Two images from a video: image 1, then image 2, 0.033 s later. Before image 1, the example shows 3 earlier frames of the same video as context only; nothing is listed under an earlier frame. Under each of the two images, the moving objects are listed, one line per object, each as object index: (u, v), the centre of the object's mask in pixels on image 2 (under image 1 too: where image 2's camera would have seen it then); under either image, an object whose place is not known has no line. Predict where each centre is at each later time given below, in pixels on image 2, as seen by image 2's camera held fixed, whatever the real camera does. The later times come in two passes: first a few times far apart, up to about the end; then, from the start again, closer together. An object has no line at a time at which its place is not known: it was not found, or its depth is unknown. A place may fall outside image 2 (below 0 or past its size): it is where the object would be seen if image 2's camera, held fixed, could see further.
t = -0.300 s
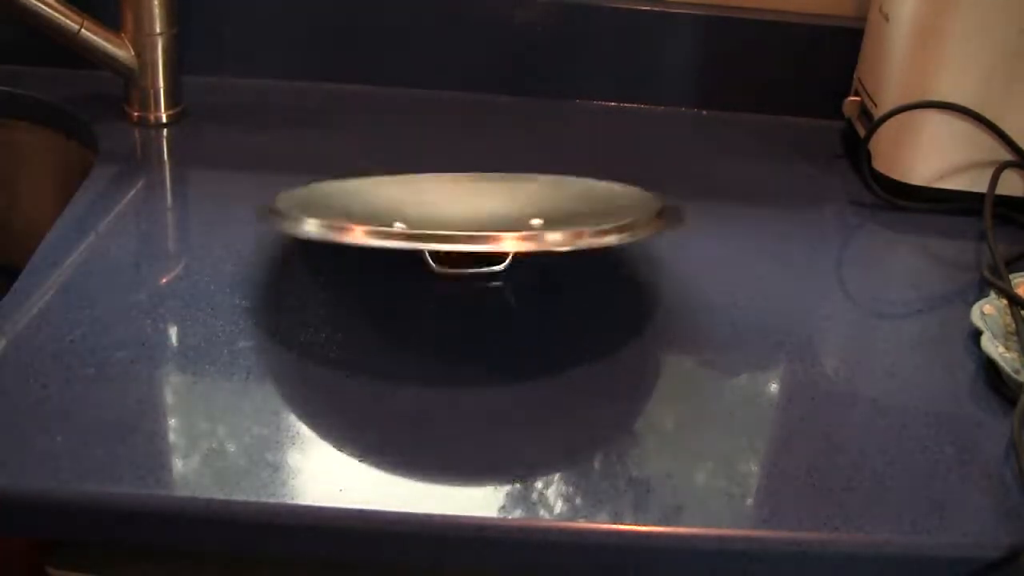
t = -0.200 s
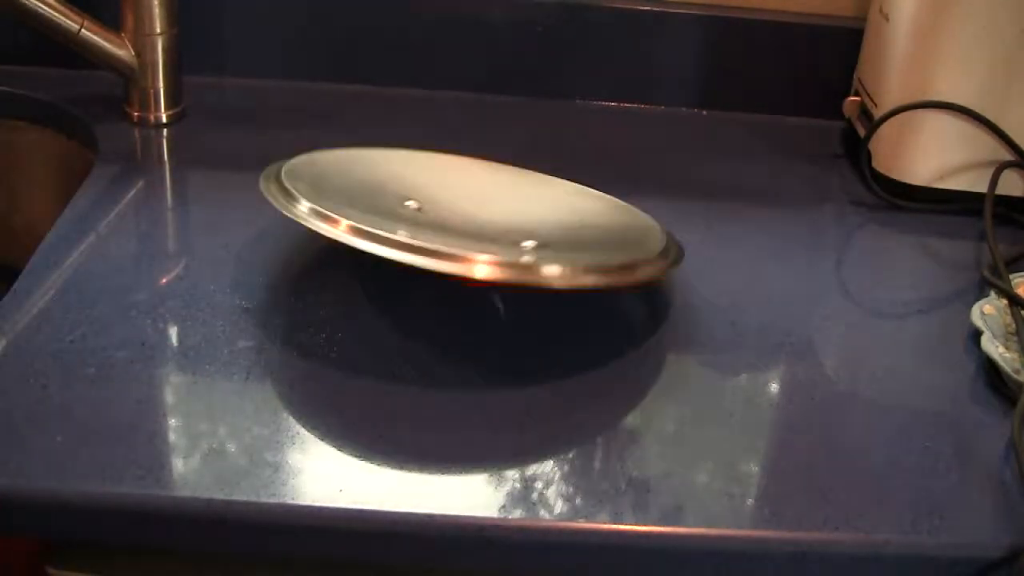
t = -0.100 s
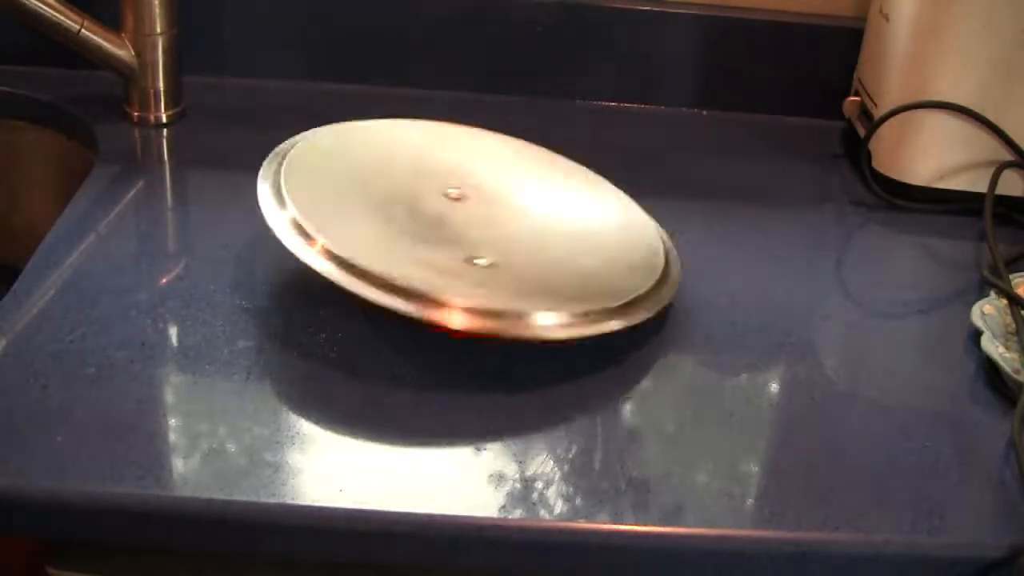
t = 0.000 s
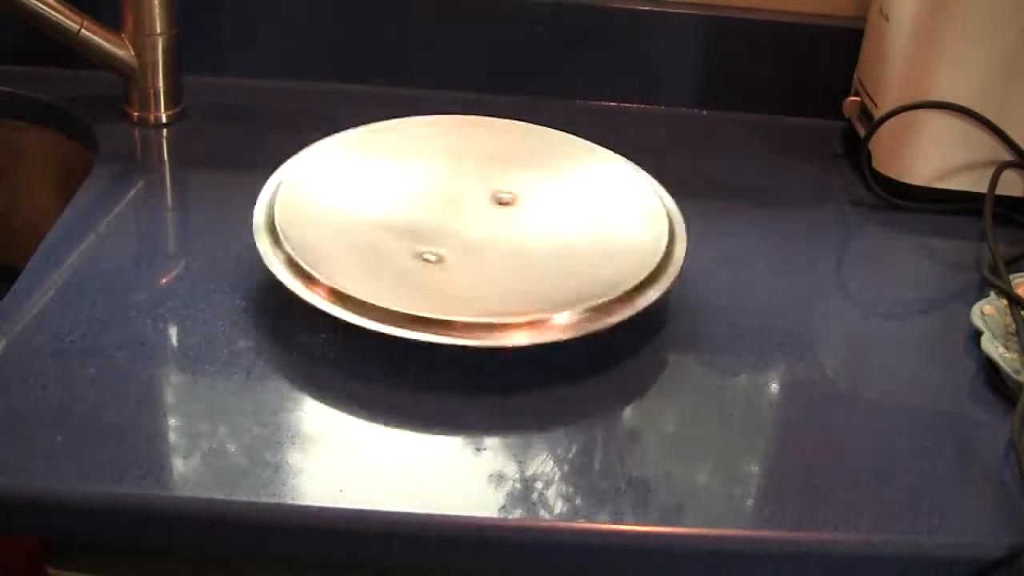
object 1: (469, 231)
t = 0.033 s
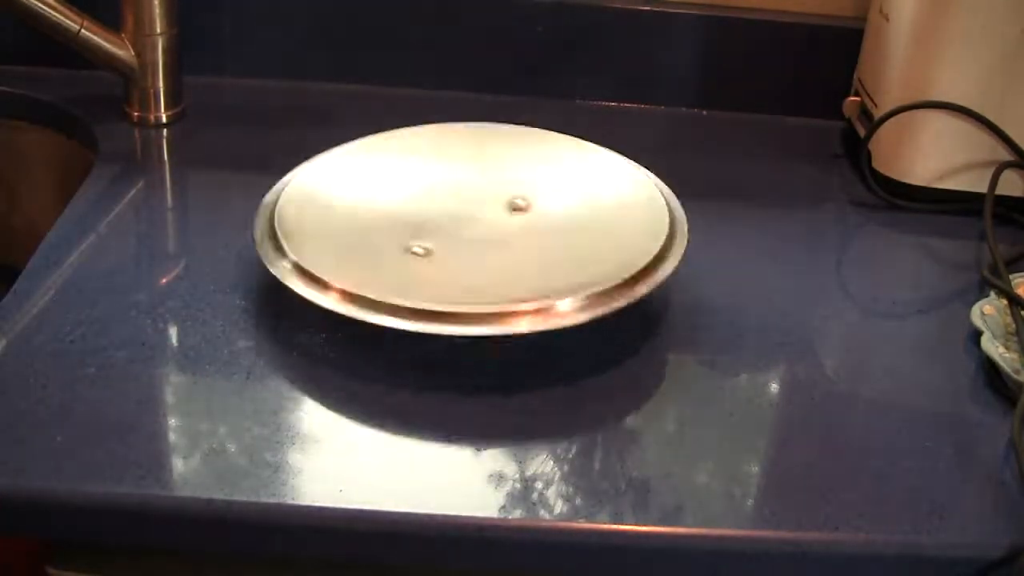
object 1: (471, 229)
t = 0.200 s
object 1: (467, 223)
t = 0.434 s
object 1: (448, 218)
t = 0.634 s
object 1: (440, 231)
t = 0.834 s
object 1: (448, 229)
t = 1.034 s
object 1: (439, 237)
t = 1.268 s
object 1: (439, 233)
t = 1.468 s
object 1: (445, 239)
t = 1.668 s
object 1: (436, 237)
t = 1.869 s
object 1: (436, 251)
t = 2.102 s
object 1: (453, 245)
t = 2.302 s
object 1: (449, 241)
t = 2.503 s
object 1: (449, 246)
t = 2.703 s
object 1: (446, 240)
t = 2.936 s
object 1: (431, 245)
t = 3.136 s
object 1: (440, 249)
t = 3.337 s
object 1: (440, 243)
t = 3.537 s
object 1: (435, 244)
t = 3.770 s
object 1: (432, 248)
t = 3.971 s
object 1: (439, 250)
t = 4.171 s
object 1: (444, 247)
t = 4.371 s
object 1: (436, 244)
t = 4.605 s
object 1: (439, 251)
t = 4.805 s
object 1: (441, 247)
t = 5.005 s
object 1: (442, 248)
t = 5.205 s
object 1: (443, 247)
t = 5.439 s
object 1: (434, 249)
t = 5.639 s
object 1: (440, 252)
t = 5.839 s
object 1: (439, 245)
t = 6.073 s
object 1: (442, 251)
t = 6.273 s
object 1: (446, 250)
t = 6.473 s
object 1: (443, 252)
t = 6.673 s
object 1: (448, 248)
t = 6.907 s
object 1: (440, 244)
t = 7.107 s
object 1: (441, 249)
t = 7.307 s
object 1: (445, 252)
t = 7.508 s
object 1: (444, 251)
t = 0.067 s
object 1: (472, 228)
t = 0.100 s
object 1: (471, 225)
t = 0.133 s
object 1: (470, 224)
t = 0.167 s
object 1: (468, 223)
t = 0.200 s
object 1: (467, 223)
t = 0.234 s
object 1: (465, 222)
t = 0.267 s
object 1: (462, 221)
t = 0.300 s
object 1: (460, 219)
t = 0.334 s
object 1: (457, 217)
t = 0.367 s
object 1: (454, 216)
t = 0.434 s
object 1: (448, 218)
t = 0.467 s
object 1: (447, 219)
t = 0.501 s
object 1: (445, 220)
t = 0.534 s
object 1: (445, 222)
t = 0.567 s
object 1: (443, 225)
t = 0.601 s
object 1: (442, 228)
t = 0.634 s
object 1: (440, 231)
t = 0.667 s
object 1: (439, 233)
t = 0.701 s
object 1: (441, 233)
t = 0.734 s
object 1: (444, 233)
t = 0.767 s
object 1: (446, 232)
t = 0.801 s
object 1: (447, 230)
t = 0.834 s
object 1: (448, 229)
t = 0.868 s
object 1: (447, 230)
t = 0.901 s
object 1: (445, 232)
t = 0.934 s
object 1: (442, 235)
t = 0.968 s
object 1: (441, 236)
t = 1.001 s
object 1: (440, 237)
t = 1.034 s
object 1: (439, 237)
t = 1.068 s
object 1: (437, 236)
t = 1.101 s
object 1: (435, 236)
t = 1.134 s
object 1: (434, 236)
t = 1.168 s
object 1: (434, 235)
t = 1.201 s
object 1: (435, 235)
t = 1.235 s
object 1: (436, 234)
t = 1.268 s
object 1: (439, 233)
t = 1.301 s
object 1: (441, 233)
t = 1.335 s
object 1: (442, 233)
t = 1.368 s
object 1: (444, 234)
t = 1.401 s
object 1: (446, 237)
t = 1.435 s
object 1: (445, 239)
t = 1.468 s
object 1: (445, 239)
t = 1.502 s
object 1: (444, 239)
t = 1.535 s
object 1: (444, 237)
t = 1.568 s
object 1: (442, 236)
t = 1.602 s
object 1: (440, 235)
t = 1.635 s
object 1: (437, 235)
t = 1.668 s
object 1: (436, 237)
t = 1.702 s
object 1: (433, 241)
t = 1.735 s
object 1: (431, 243)
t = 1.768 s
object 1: (432, 245)
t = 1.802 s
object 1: (433, 247)
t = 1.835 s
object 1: (434, 249)
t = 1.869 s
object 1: (436, 251)
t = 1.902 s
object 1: (438, 252)
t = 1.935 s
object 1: (441, 252)
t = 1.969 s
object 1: (444, 251)
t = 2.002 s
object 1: (447, 250)
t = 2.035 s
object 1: (450, 249)
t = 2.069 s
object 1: (452, 247)
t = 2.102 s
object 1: (453, 245)
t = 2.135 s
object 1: (453, 245)
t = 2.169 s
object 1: (452, 245)
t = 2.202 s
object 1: (452, 244)
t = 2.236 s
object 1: (452, 243)
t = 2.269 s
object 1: (451, 241)
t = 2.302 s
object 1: (449, 241)
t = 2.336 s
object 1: (449, 241)
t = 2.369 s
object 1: (448, 242)
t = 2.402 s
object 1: (448, 243)
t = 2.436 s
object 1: (447, 245)
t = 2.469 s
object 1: (448, 246)
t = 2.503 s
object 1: (449, 246)
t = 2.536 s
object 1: (451, 245)
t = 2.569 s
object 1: (452, 244)
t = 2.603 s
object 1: (452, 242)
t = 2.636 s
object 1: (451, 240)
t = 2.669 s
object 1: (449, 240)
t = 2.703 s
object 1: (446, 240)
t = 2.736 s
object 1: (443, 241)
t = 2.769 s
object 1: (440, 241)
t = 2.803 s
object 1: (439, 240)
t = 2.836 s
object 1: (437, 239)
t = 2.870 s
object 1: (434, 240)
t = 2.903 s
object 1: (432, 242)
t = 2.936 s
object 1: (431, 245)
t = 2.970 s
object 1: (431, 246)
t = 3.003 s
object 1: (434, 247)
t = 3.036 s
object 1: (436, 247)
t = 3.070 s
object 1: (438, 248)
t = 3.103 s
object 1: (439, 249)
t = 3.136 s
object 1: (440, 249)
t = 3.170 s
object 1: (442, 249)
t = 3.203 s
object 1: (443, 248)
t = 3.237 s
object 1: (444, 247)
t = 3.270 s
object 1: (444, 245)
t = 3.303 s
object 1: (442, 244)
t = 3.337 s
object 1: (440, 243)
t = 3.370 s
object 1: (439, 243)
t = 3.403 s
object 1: (437, 243)
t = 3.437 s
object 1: (437, 243)
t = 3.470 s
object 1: (435, 243)
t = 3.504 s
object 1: (435, 243)
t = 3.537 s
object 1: (435, 244)
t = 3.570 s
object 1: (434, 244)
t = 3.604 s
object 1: (432, 246)
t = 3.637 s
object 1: (431, 247)
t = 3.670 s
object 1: (431, 248)
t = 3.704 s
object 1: (431, 248)
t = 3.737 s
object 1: (432, 248)
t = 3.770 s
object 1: (432, 248)
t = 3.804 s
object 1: (433, 247)
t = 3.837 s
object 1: (434, 247)
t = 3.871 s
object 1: (435, 247)
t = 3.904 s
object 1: (436, 249)
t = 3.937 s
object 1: (437, 249)
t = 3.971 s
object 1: (439, 250)
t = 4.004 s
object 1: (441, 250)
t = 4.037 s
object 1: (443, 249)
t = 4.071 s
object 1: (445, 249)
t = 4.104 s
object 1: (445, 248)
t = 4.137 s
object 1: (445, 247)
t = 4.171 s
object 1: (444, 247)
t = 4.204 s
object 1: (443, 246)
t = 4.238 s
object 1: (441, 246)
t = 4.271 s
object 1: (439, 246)
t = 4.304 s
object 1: (438, 245)
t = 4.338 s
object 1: (437, 244)
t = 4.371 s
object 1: (436, 244)
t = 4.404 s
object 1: (435, 245)
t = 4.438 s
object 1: (433, 247)
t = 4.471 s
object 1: (433, 249)
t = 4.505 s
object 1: (434, 249)
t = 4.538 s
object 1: (436, 250)
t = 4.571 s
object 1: (438, 250)
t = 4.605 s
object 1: (439, 251)
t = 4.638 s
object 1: (438, 252)
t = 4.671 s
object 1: (438, 252)
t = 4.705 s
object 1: (440, 251)
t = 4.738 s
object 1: (440, 250)
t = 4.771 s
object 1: (441, 248)
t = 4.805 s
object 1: (441, 247)
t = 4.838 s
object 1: (440, 246)
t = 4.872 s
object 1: (438, 247)
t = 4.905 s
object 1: (437, 248)
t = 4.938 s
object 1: (438, 249)
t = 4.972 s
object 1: (440, 249)
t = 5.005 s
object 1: (442, 248)
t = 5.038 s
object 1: (443, 247)
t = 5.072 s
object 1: (443, 247)
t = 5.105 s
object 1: (443, 247)
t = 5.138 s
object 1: (444, 247)
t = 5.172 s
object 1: (444, 247)
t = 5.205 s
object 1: (443, 247)
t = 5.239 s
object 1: (442, 246)
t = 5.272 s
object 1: (440, 245)
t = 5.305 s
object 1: (438, 244)
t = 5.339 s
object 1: (437, 244)
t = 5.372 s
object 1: (436, 245)
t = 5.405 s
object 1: (434, 247)
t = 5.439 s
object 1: (434, 249)
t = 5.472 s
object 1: (434, 250)
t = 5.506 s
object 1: (436, 250)
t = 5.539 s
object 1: (439, 250)
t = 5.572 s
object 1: (441, 251)
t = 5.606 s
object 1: (441, 251)
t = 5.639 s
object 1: (440, 252)
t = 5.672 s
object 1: (441, 252)
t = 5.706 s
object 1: (442, 251)
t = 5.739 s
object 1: (442, 250)
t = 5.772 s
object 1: (442, 248)
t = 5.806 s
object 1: (441, 246)
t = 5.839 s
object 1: (439, 245)
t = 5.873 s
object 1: (437, 247)
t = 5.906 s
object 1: (436, 249)
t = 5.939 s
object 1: (437, 250)
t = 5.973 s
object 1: (438, 250)
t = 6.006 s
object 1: (440, 250)
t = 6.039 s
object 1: (441, 250)
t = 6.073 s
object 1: (442, 251)
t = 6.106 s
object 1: (443, 252)
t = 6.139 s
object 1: (443, 253)
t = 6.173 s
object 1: (444, 253)
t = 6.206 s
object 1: (445, 252)
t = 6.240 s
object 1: (446, 251)
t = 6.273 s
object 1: (446, 250)
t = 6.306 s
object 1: (445, 248)
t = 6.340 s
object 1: (445, 247)
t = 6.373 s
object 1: (443, 248)
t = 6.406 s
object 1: (443, 249)
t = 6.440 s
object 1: (443, 251)
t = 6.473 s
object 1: (443, 252)
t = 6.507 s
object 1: (443, 252)
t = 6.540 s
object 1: (445, 252)
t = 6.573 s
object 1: (447, 252)
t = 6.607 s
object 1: (448, 250)
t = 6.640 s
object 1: (449, 249)
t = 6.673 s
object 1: (448, 248)
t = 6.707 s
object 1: (446, 249)
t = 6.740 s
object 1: (444, 249)
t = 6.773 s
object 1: (444, 249)
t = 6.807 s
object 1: (443, 248)
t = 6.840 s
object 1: (442, 246)
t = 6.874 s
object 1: (441, 245)
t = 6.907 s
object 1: (440, 244)
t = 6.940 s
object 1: (438, 246)
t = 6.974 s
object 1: (436, 248)
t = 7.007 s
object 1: (436, 249)
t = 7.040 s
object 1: (438, 249)
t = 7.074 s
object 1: (439, 249)
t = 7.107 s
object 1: (441, 249)
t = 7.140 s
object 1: (443, 250)
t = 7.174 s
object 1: (444, 251)
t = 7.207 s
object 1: (444, 252)
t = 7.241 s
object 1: (445, 253)
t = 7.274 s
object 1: (445, 252)
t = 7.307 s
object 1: (445, 252)
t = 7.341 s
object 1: (445, 251)
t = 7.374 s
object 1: (445, 250)
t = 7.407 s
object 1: (444, 249)
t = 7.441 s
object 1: (444, 249)
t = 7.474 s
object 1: (444, 250)
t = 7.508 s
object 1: (444, 251)
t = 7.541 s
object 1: (444, 253)
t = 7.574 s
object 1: (446, 253)
